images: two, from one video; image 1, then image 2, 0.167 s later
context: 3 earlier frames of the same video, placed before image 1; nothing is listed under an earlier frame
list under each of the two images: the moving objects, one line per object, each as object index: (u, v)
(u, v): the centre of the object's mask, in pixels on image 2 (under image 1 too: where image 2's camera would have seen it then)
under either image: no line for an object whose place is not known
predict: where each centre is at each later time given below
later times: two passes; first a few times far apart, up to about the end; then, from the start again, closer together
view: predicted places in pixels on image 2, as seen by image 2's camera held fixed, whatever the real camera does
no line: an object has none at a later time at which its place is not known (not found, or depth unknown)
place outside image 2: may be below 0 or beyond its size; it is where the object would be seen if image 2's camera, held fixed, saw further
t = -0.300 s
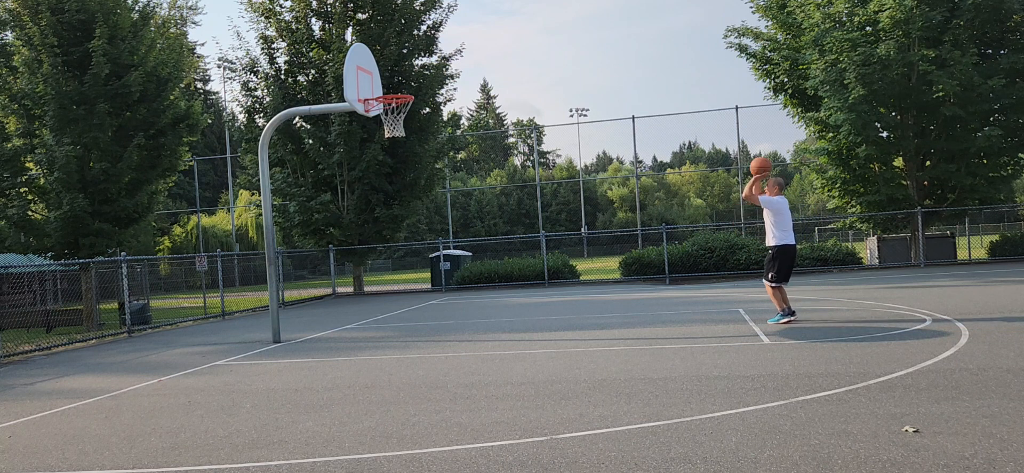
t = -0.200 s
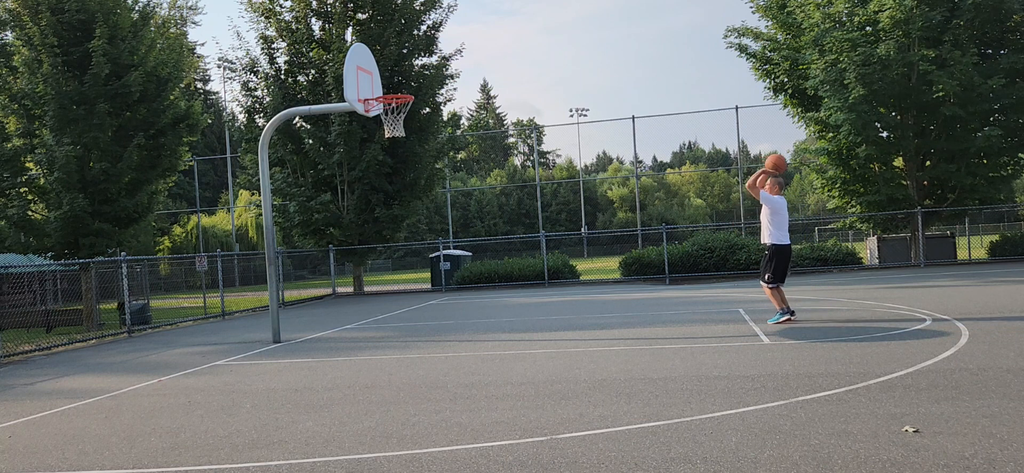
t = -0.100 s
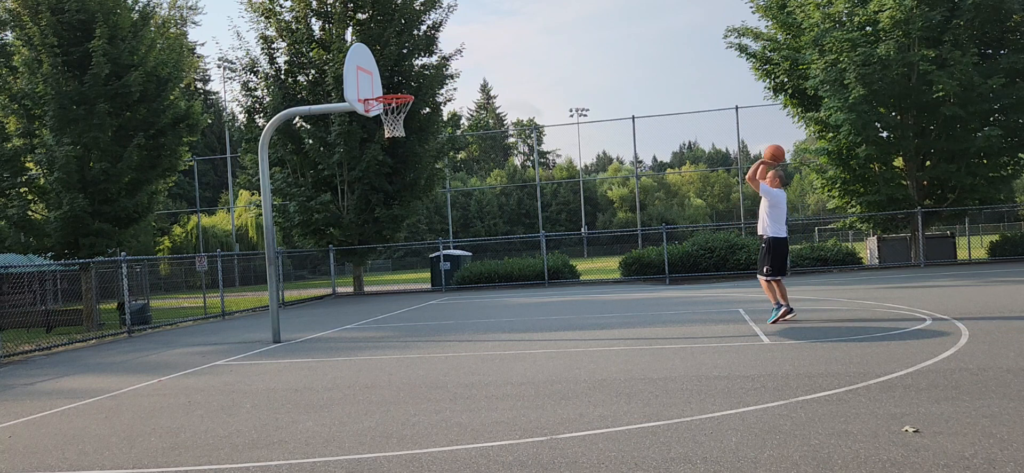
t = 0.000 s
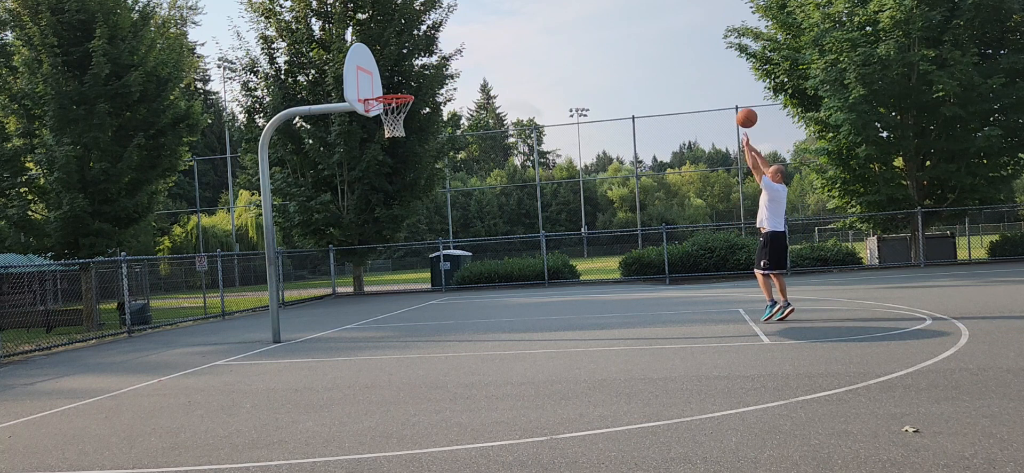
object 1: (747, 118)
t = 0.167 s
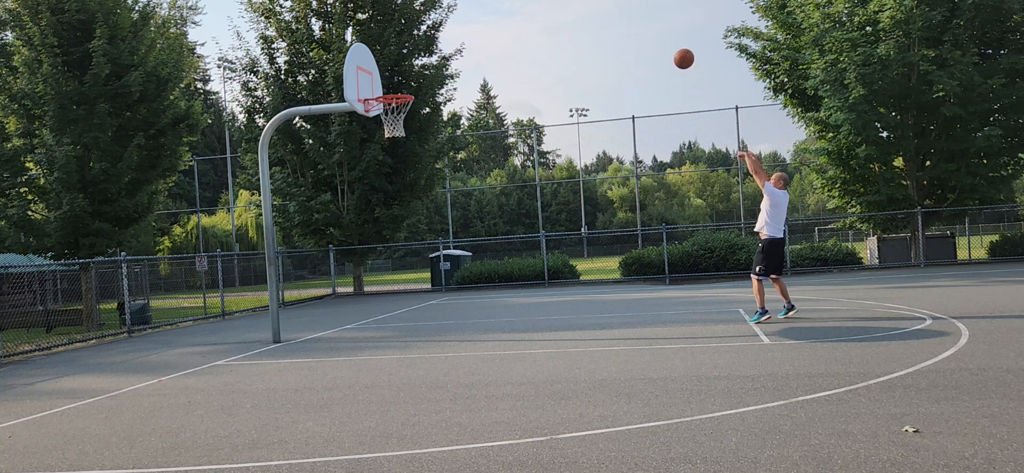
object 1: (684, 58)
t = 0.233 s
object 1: (660, 42)
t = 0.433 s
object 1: (591, 14)
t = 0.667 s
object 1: (516, 22)
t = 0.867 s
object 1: (457, 63)
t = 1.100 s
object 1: (396, 145)
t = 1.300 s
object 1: (351, 239)
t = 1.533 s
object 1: (310, 300)
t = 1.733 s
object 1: (286, 228)
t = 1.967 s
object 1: (256, 184)
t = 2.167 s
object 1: (241, 177)
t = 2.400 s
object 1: (222, 205)
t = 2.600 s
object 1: (208, 258)
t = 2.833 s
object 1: (193, 320)
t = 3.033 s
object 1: (170, 269)
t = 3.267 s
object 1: (148, 244)
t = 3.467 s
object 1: (131, 251)
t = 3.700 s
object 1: (114, 292)
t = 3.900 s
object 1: (118, 333)
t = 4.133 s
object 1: (145, 318)
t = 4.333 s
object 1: (169, 330)
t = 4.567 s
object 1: (196, 321)
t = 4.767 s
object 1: (219, 322)
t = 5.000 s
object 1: (247, 325)
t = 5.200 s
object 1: (267, 324)
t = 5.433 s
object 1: (296, 323)
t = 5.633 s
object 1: (319, 321)
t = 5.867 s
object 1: (346, 321)
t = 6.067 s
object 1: (368, 320)
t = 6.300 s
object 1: (395, 319)
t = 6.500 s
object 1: (417, 318)
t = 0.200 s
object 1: (672, 50)
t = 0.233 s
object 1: (660, 42)
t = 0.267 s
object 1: (648, 35)
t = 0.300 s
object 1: (636, 29)
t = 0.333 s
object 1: (624, 24)
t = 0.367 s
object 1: (613, 19)
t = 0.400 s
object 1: (602, 16)
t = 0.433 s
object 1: (591, 14)
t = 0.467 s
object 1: (579, 12)
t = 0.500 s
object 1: (569, 12)
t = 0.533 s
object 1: (558, 12)
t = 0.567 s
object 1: (547, 13)
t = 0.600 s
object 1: (537, 16)
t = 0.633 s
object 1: (526, 19)
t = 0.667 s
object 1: (516, 22)
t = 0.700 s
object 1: (506, 27)
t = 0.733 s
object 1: (496, 33)
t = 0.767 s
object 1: (486, 39)
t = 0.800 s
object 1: (476, 46)
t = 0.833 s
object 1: (466, 54)
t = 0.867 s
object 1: (457, 63)
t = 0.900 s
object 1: (447, 73)
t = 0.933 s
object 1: (438, 83)
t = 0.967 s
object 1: (429, 94)
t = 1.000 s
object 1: (420, 106)
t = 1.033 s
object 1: (412, 119)
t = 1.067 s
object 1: (405, 132)
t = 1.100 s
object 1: (396, 145)
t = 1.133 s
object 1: (388, 159)
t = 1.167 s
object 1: (380, 173)
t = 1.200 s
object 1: (373, 189)
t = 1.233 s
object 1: (366, 205)
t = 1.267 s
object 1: (359, 222)
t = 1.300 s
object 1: (351, 239)
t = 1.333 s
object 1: (345, 257)
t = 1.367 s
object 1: (337, 276)
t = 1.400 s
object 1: (331, 296)
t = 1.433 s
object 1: (324, 316)
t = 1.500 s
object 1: (314, 315)
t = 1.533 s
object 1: (310, 300)
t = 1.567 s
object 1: (306, 285)
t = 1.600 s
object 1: (302, 272)
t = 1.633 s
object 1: (298, 260)
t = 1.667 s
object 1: (293, 248)
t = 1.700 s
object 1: (290, 238)
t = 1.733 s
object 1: (286, 228)
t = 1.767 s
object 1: (282, 219)
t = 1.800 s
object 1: (279, 211)
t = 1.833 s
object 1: (277, 204)
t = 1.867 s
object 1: (275, 198)
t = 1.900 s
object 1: (273, 192)
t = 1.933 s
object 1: (258, 188)
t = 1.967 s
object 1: (256, 184)
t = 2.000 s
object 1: (254, 181)
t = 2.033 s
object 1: (252, 179)
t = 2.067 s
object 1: (250, 177)
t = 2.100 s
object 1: (247, 177)
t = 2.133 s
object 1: (244, 176)
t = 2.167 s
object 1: (241, 177)
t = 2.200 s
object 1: (238, 179)
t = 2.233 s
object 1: (235, 181)
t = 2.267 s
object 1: (232, 185)
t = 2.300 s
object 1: (230, 189)
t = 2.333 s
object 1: (227, 194)
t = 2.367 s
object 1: (224, 199)
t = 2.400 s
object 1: (222, 205)
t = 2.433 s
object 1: (220, 212)
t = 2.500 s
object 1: (215, 230)
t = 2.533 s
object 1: (213, 238)
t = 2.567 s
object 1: (211, 248)
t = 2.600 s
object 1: (208, 258)
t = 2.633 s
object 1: (206, 270)
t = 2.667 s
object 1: (204, 282)
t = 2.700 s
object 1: (203, 295)
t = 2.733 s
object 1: (200, 309)
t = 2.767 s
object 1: (199, 323)
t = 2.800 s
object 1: (197, 332)
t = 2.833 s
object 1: (193, 320)
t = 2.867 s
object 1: (189, 310)
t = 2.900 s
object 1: (186, 300)
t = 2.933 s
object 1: (182, 291)
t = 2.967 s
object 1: (178, 282)
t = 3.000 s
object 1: (174, 275)
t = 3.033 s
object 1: (170, 269)
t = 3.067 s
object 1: (167, 263)
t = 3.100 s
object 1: (164, 258)
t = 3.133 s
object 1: (161, 254)
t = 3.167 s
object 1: (157, 250)
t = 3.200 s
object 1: (154, 247)
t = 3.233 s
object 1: (151, 245)
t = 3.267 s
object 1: (148, 244)
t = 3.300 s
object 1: (145, 244)
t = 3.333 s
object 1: (142, 243)
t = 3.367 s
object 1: (140, 244)
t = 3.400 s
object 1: (136, 246)
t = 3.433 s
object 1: (134, 248)
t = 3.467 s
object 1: (131, 251)
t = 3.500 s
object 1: (129, 255)
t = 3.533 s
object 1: (126, 259)
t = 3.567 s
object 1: (124, 264)
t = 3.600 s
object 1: (121, 270)
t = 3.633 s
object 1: (119, 277)
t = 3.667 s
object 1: (116, 284)
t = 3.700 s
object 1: (114, 292)
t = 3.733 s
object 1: (112, 301)
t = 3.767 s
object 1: (110, 310)
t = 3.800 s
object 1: (108, 320)
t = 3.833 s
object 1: (110, 325)
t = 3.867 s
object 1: (114, 329)
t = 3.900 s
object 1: (118, 333)
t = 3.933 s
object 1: (122, 329)
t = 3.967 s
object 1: (125, 326)
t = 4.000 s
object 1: (129, 323)
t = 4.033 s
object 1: (133, 321)
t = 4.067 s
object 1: (136, 320)
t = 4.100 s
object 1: (140, 319)
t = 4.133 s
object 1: (145, 318)
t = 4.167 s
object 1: (148, 319)
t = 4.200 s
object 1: (152, 321)
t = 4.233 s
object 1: (157, 323)
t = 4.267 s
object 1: (161, 326)
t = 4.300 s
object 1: (165, 329)
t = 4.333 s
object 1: (169, 330)
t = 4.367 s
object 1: (173, 326)
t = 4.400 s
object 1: (177, 324)
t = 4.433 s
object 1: (180, 322)
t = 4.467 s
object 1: (184, 321)
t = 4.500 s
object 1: (188, 320)
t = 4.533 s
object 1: (192, 320)
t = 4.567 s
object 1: (196, 321)
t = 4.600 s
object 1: (200, 323)
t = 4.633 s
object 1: (204, 326)
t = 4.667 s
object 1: (208, 329)
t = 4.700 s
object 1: (212, 326)
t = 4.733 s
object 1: (216, 324)
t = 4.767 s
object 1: (219, 322)
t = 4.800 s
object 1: (223, 321)
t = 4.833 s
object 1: (227, 320)
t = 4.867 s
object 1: (231, 321)
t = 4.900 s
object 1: (235, 322)
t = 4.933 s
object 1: (239, 324)
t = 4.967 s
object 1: (243, 327)
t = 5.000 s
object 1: (247, 325)
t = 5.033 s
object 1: (250, 323)
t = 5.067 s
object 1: (254, 322)
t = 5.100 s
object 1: (258, 321)
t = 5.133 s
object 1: (262, 321)
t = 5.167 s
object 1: (264, 322)
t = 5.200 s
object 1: (267, 324)
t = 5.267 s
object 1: (283, 324)
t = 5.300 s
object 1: (284, 322)
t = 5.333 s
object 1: (286, 321)
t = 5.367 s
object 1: (289, 321)
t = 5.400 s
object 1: (293, 321)
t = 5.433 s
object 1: (296, 323)
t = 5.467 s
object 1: (300, 324)
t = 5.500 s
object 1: (304, 322)
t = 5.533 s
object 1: (308, 321)
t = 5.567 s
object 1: (312, 320)
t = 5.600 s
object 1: (315, 321)
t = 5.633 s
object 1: (319, 321)
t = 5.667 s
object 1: (323, 323)
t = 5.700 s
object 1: (327, 322)
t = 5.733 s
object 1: (331, 320)
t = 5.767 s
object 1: (334, 320)
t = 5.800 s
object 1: (338, 320)
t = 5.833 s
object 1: (342, 321)
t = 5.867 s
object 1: (346, 321)
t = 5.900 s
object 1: (349, 320)
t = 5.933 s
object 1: (353, 320)
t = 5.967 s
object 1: (357, 320)
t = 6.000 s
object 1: (361, 321)
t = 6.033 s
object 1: (364, 320)
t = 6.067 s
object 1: (368, 320)
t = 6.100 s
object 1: (372, 320)
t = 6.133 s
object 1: (376, 320)
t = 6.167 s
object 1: (380, 319)
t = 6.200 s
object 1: (383, 320)
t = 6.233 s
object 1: (387, 319)
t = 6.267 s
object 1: (391, 319)
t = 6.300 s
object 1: (395, 319)
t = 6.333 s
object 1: (399, 318)
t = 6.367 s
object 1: (402, 319)
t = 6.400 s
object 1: (406, 318)
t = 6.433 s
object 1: (410, 318)
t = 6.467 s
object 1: (414, 318)
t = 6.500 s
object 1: (417, 318)
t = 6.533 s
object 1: (421, 317)
